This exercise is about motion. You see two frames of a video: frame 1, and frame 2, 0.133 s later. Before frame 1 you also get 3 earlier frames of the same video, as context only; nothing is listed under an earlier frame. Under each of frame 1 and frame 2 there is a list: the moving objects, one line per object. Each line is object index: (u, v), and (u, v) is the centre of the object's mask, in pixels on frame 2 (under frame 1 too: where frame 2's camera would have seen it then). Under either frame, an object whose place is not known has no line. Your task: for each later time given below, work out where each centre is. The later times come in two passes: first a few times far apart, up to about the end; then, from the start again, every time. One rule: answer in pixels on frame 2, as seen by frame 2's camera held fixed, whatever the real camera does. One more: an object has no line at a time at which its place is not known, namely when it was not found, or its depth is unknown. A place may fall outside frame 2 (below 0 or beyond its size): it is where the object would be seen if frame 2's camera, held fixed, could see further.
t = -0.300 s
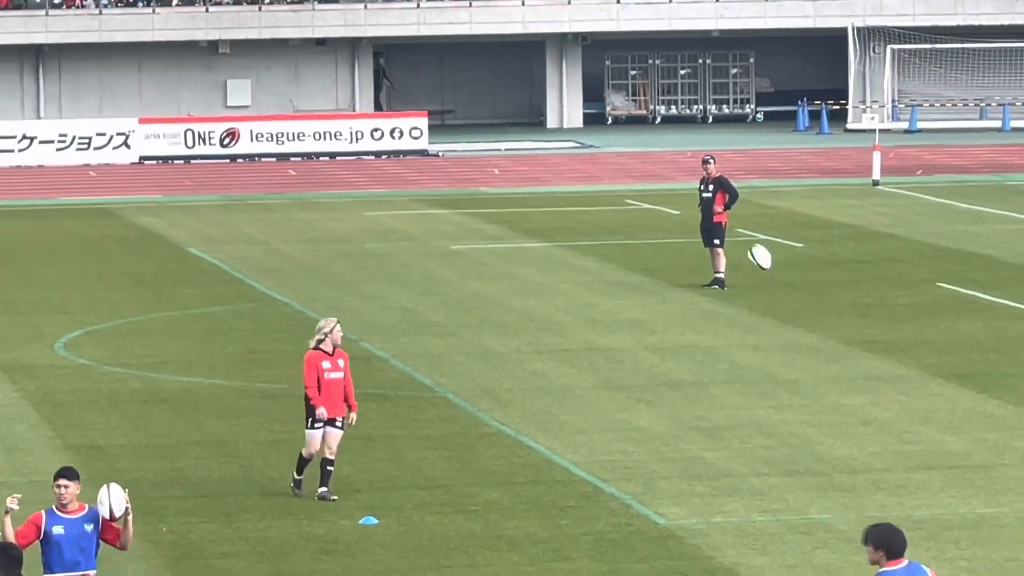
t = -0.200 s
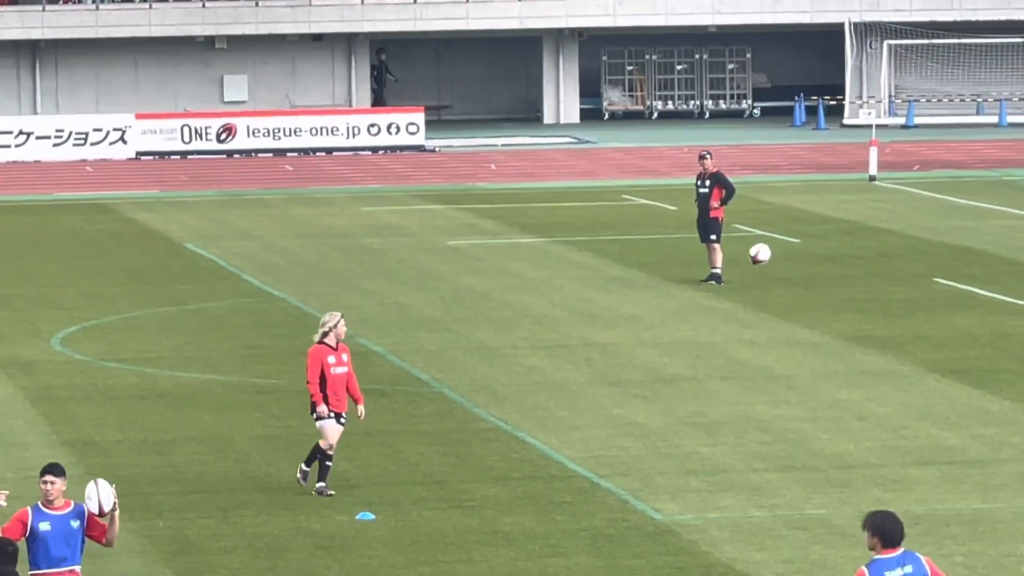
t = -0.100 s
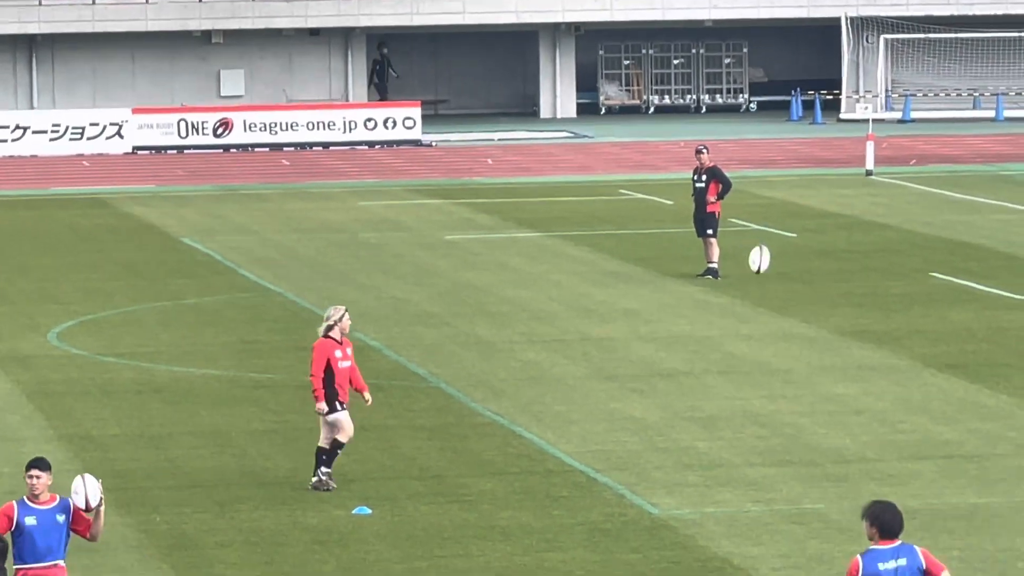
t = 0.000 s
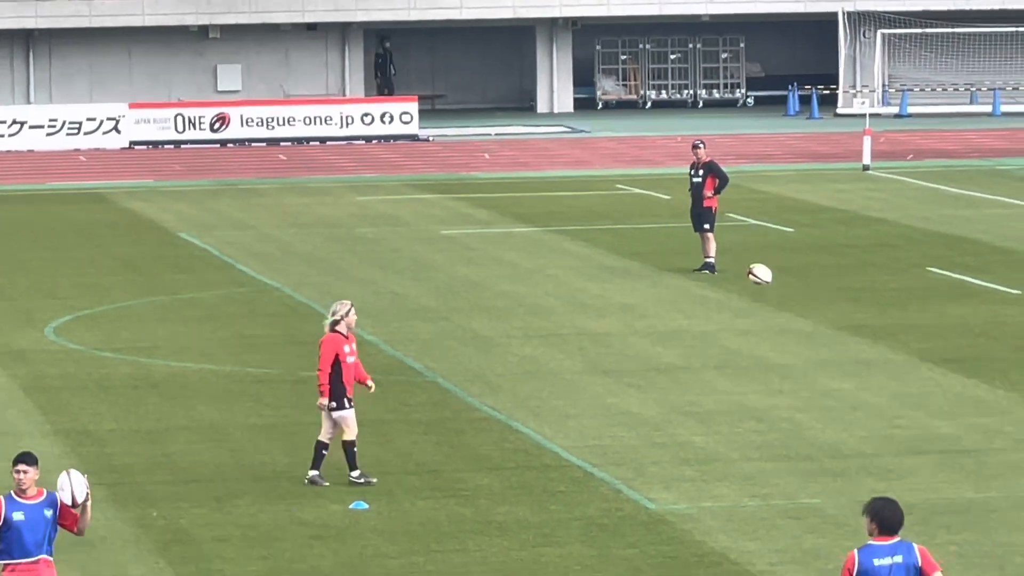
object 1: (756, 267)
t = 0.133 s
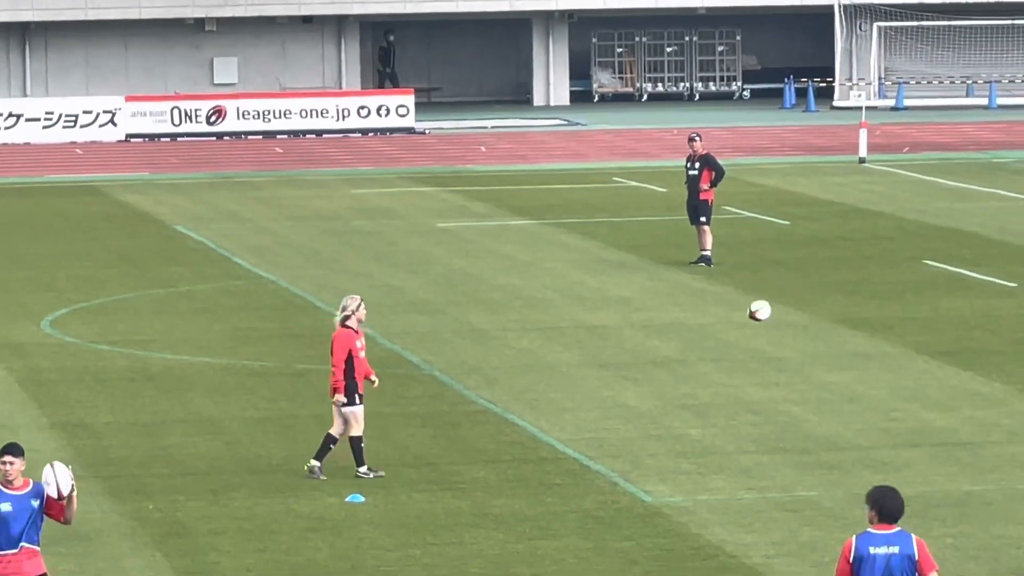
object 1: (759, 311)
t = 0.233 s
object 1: (761, 353)
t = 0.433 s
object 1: (763, 394)
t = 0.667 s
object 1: (755, 338)
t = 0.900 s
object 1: (746, 336)
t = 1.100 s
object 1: (738, 377)
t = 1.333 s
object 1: (718, 412)
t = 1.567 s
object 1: (686, 419)
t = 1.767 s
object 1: (662, 428)
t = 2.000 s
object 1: (640, 427)
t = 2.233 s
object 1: (631, 431)
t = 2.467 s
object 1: (627, 437)
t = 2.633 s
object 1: (625, 435)
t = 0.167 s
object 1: (760, 324)
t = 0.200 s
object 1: (761, 339)
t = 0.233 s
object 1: (761, 353)
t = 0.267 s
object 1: (762, 370)
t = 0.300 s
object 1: (763, 387)
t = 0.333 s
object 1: (764, 406)
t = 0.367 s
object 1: (764, 420)
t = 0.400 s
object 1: (764, 406)
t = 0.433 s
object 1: (763, 394)
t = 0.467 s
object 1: (762, 383)
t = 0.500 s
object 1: (761, 372)
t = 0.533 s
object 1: (760, 363)
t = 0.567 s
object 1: (759, 355)
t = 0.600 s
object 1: (758, 349)
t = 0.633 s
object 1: (756, 343)
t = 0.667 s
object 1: (755, 338)
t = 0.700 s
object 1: (754, 335)
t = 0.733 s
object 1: (753, 332)
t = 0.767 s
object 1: (752, 331)
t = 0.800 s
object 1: (751, 330)
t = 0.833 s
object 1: (749, 331)
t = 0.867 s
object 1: (748, 333)
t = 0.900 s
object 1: (746, 336)
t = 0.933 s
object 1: (745, 340)
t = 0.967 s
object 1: (744, 345)
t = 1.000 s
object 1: (742, 351)
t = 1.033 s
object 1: (741, 359)
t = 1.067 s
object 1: (739, 367)
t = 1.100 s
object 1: (738, 377)
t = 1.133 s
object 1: (736, 387)
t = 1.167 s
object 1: (734, 399)
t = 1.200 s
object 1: (732, 412)
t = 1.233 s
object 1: (730, 424)
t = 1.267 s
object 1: (726, 419)
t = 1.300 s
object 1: (722, 415)
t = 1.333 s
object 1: (718, 412)
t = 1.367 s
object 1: (713, 410)
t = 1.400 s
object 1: (709, 408)
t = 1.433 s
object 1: (704, 408)
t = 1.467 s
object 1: (700, 408)
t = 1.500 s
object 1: (695, 411)
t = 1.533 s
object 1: (690, 414)
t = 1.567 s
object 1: (686, 419)
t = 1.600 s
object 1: (681, 424)
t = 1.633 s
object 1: (677, 425)
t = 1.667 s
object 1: (673, 424)
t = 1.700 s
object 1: (669, 424)
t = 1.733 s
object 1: (666, 425)
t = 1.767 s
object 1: (662, 428)
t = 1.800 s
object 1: (658, 429)
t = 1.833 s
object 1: (655, 426)
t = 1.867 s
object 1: (652, 424)
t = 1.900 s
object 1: (649, 423)
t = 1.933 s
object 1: (646, 424)
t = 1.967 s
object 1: (643, 425)
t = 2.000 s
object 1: (640, 427)
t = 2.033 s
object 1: (636, 431)
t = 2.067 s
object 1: (634, 434)
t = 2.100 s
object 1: (634, 431)
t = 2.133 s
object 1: (633, 430)
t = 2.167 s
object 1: (632, 430)
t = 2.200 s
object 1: (632, 430)
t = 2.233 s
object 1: (631, 431)
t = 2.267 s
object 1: (631, 434)
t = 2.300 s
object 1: (630, 434)
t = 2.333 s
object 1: (629, 435)
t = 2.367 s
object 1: (629, 437)
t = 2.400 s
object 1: (628, 438)
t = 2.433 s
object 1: (627, 438)
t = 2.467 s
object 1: (627, 437)
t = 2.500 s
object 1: (626, 436)
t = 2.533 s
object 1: (626, 436)
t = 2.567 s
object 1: (626, 435)
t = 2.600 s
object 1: (625, 435)
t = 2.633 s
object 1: (625, 435)
